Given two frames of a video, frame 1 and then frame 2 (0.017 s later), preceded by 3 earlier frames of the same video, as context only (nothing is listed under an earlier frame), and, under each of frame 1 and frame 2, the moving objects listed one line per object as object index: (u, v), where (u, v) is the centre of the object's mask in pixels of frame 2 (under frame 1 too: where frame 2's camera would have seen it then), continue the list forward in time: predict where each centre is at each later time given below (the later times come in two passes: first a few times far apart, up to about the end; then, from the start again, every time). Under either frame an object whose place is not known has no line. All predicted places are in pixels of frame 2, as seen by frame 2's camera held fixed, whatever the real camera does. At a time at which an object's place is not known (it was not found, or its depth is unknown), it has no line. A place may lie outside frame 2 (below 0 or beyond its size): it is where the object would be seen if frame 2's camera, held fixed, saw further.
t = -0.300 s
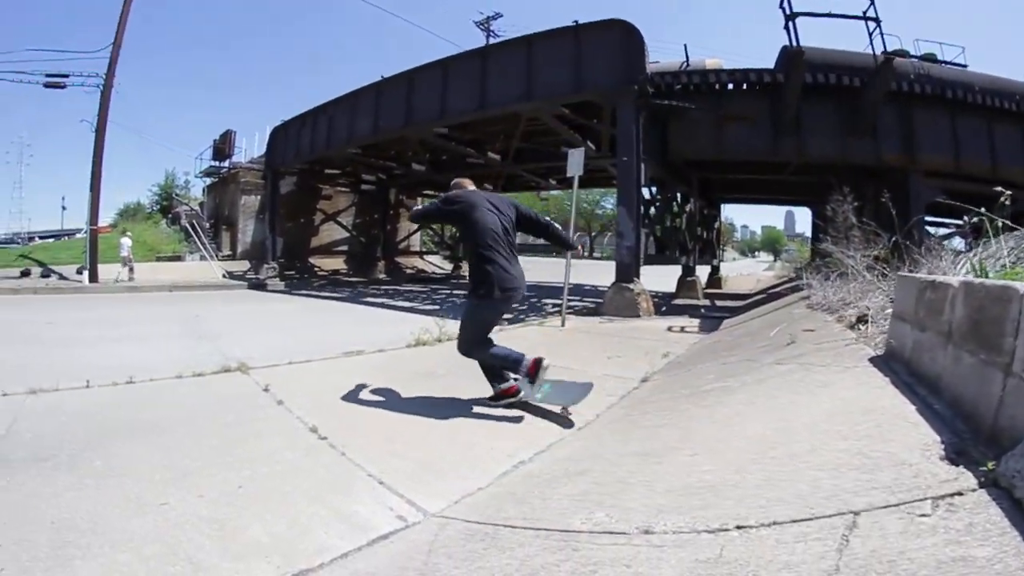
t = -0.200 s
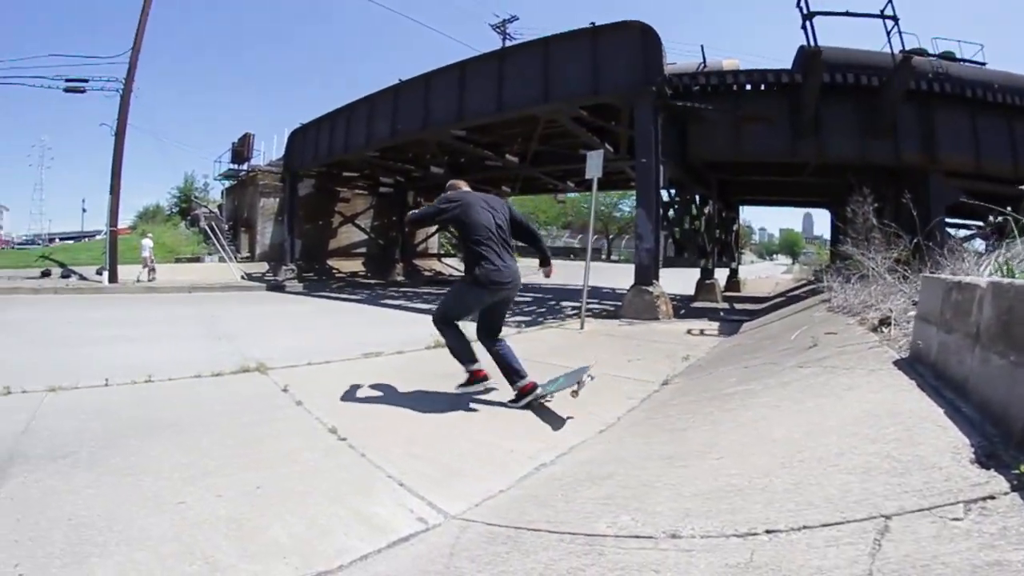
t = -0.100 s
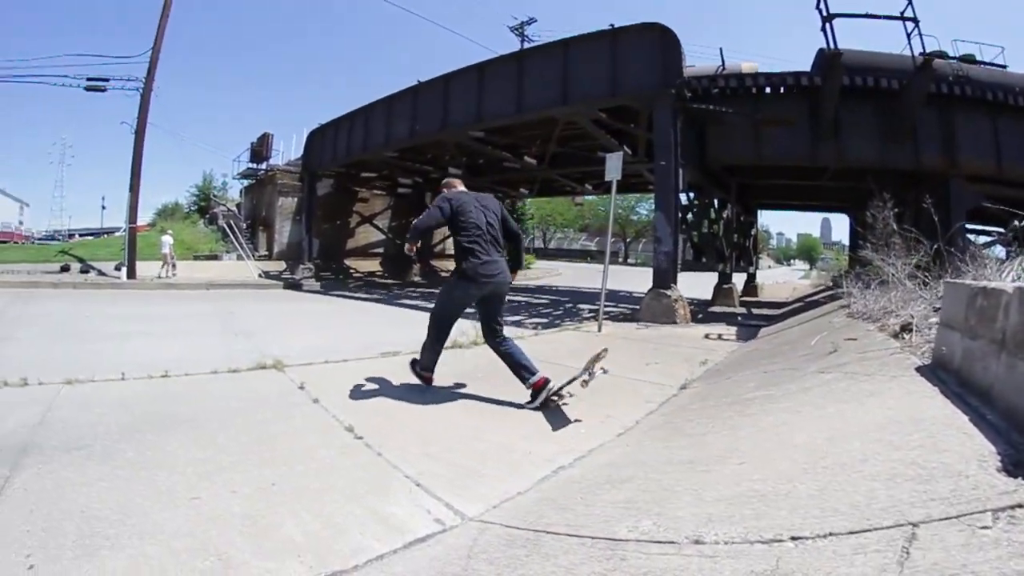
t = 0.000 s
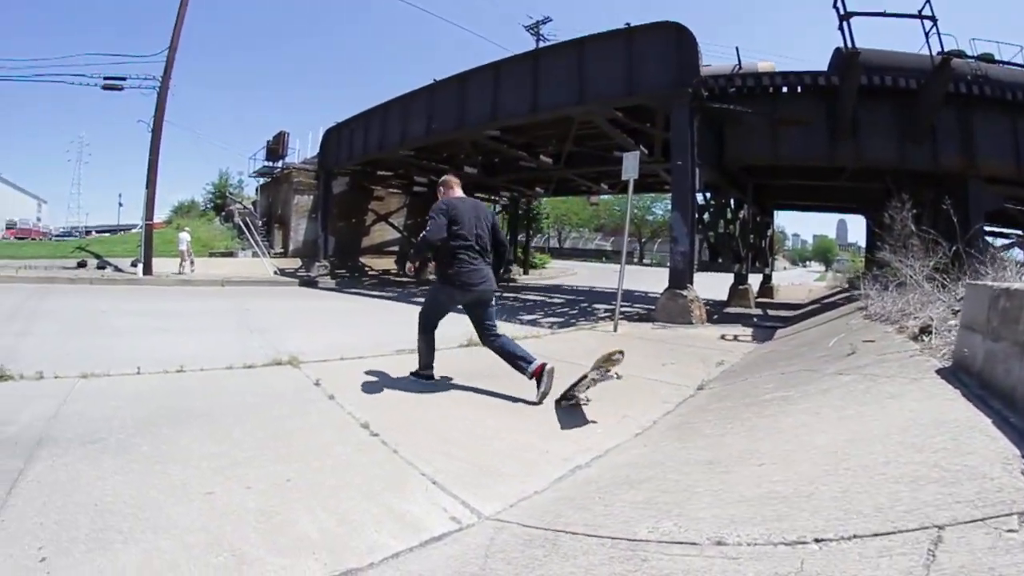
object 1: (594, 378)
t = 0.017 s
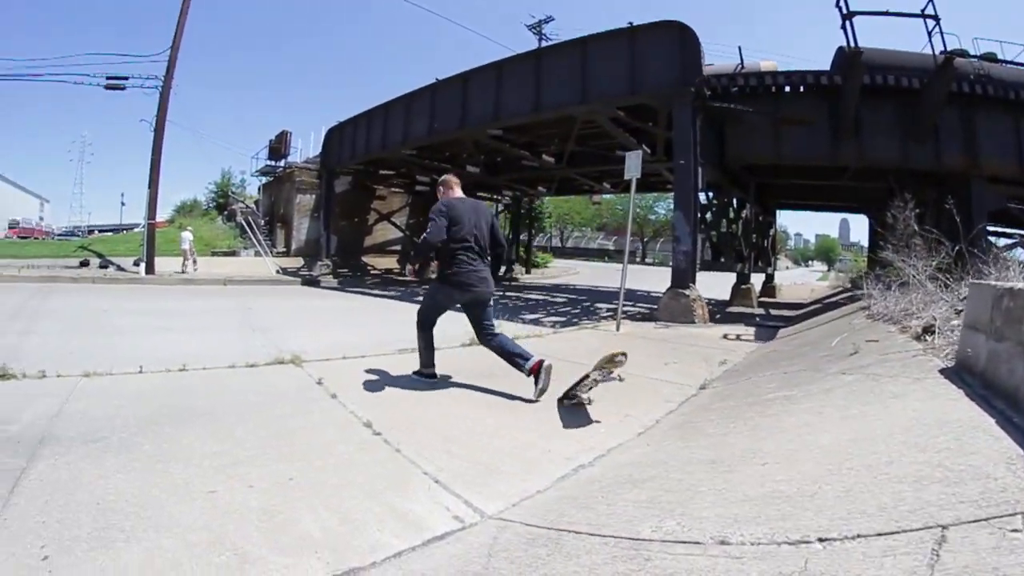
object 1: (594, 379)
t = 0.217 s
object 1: (590, 400)
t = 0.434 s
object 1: (591, 399)
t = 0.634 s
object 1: (589, 400)
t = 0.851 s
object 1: (588, 398)
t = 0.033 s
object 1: (595, 379)
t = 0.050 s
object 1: (596, 381)
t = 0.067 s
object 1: (595, 382)
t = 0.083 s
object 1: (595, 383)
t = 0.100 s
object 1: (597, 387)
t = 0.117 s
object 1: (594, 389)
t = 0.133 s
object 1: (594, 394)
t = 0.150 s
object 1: (592, 396)
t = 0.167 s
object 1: (591, 399)
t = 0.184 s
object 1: (590, 401)
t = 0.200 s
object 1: (590, 402)
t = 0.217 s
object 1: (590, 400)
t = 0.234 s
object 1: (590, 399)
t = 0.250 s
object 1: (590, 398)
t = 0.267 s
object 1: (591, 397)
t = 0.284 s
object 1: (591, 397)
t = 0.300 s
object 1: (592, 397)
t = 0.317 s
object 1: (592, 397)
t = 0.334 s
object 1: (592, 397)
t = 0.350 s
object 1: (592, 398)
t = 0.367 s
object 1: (591, 398)
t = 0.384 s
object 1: (591, 399)
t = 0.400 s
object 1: (591, 400)
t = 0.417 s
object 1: (591, 399)
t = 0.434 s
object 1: (591, 399)
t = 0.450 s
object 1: (591, 399)
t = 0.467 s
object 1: (591, 399)
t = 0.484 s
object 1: (591, 399)
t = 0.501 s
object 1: (591, 400)
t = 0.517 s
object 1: (591, 400)
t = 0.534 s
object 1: (591, 399)
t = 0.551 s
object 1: (591, 399)
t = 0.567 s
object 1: (591, 399)
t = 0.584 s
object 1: (590, 399)
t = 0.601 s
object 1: (590, 399)
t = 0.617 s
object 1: (590, 399)
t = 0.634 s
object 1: (589, 400)
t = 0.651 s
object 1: (589, 399)
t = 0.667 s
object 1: (589, 399)
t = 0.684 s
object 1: (589, 399)
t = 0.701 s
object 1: (589, 399)
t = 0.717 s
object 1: (589, 399)
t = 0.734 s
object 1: (589, 399)
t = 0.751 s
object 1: (588, 399)
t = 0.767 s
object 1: (588, 399)
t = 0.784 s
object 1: (588, 399)
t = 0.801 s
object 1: (588, 399)
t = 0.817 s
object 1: (588, 398)
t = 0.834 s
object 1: (588, 398)
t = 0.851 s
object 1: (588, 398)
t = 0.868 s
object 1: (588, 398)
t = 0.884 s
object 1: (587, 398)
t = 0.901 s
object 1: (587, 398)
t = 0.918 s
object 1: (587, 398)
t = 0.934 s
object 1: (587, 398)
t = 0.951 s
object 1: (587, 398)
